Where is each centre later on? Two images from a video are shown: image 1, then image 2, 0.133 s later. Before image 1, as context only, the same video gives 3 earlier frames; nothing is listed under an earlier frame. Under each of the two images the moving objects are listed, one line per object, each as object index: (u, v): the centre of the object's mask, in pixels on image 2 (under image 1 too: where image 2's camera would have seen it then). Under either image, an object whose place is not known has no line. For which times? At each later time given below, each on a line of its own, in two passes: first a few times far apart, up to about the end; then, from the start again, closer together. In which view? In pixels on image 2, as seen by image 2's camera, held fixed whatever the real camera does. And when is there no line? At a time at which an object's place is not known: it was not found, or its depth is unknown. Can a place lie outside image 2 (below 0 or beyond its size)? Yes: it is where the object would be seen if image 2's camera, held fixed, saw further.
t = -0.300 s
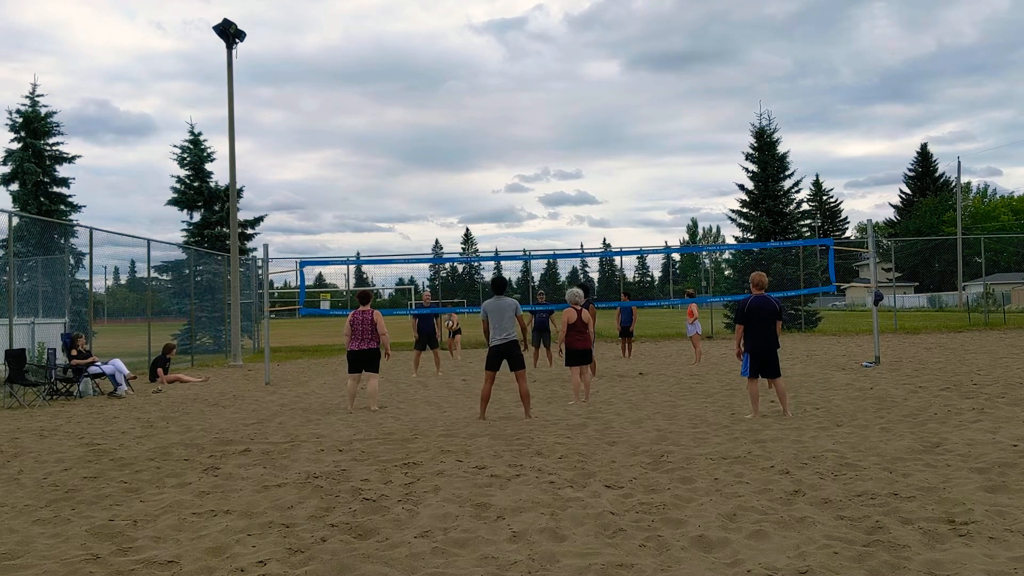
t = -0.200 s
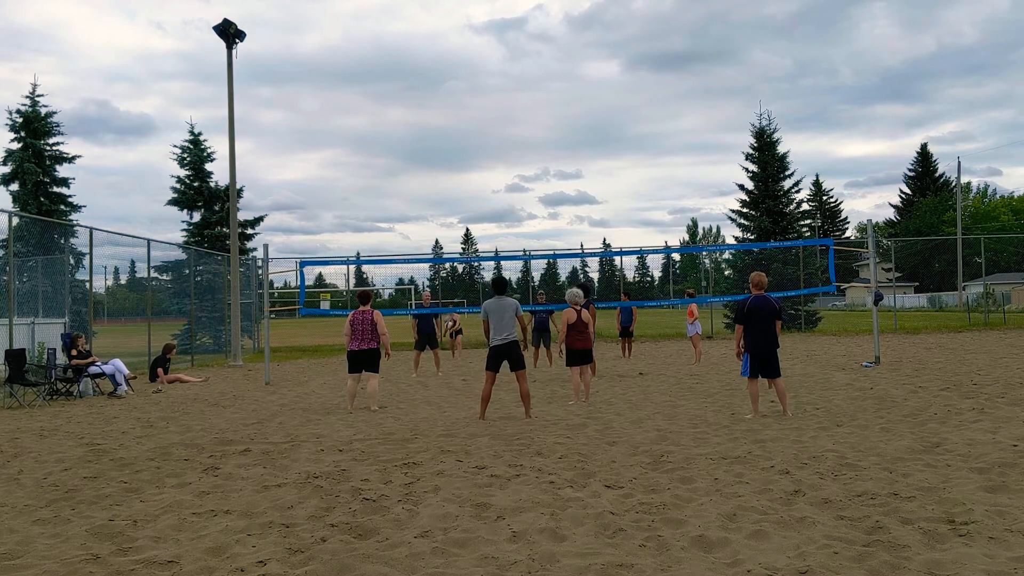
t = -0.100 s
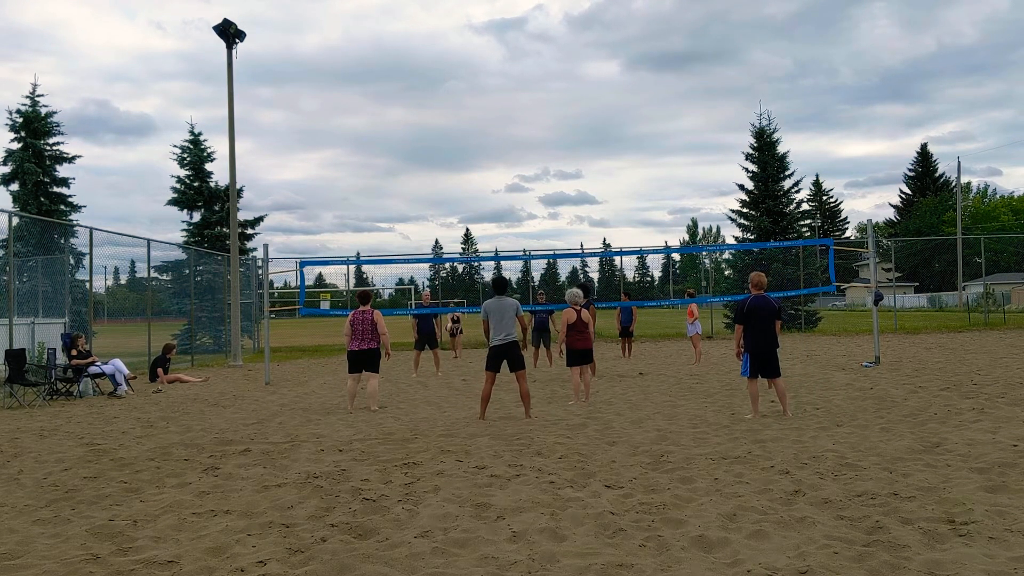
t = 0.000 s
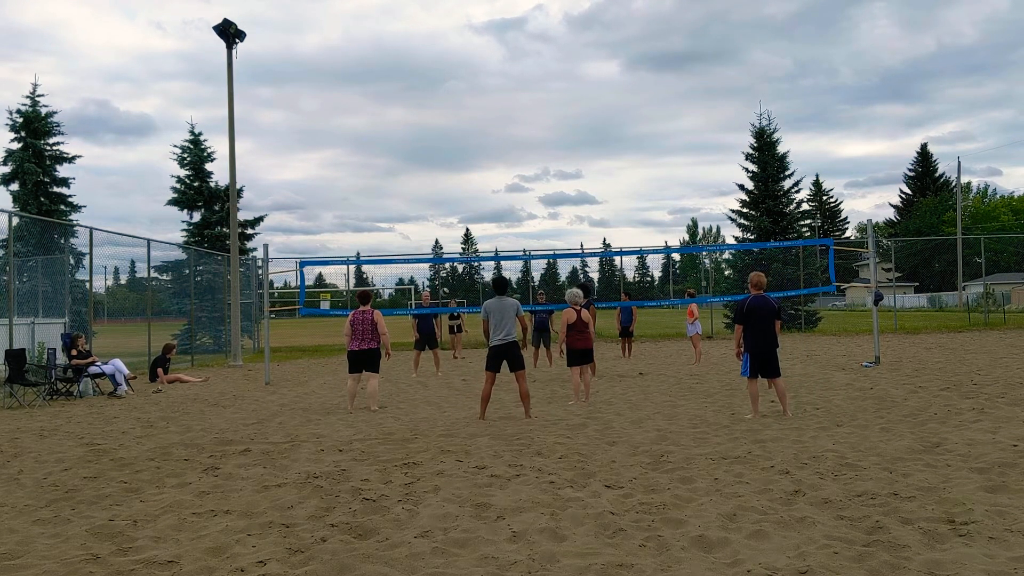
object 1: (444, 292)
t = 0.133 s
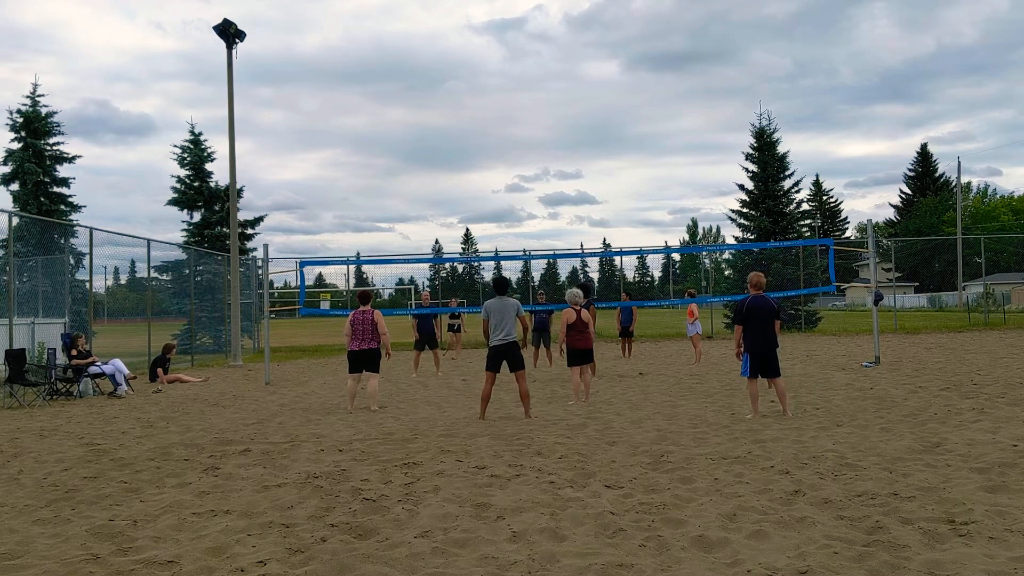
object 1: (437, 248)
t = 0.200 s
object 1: (435, 228)
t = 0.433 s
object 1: (422, 170)
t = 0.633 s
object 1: (411, 135)
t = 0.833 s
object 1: (398, 115)
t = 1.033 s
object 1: (383, 118)
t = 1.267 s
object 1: (362, 152)
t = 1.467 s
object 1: (340, 216)
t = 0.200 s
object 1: (435, 228)
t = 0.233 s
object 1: (433, 219)
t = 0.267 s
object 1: (431, 210)
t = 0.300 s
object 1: (429, 202)
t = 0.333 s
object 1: (428, 193)
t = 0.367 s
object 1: (426, 185)
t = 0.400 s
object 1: (424, 177)
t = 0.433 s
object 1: (422, 170)
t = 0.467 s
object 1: (420, 164)
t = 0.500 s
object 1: (418, 157)
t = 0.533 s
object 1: (417, 151)
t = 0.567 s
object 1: (415, 145)
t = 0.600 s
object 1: (413, 139)
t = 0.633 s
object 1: (411, 135)
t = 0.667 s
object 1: (409, 130)
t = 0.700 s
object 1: (407, 126)
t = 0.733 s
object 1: (405, 123)
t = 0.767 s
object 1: (403, 120)
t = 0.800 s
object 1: (401, 117)
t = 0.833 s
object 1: (398, 115)
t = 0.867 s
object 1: (396, 114)
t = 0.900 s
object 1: (393, 114)
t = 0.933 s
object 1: (391, 114)
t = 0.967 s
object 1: (388, 114)
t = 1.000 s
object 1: (386, 116)
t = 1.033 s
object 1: (383, 118)
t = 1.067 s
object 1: (380, 120)
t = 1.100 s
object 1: (377, 124)
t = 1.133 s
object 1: (374, 128)
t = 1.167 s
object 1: (371, 133)
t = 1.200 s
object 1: (368, 139)
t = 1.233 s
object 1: (365, 145)
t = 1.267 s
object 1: (362, 152)
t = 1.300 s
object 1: (359, 160)
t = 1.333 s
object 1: (355, 170)
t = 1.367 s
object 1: (351, 180)
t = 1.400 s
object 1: (348, 191)
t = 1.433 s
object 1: (344, 203)
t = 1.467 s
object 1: (340, 216)
